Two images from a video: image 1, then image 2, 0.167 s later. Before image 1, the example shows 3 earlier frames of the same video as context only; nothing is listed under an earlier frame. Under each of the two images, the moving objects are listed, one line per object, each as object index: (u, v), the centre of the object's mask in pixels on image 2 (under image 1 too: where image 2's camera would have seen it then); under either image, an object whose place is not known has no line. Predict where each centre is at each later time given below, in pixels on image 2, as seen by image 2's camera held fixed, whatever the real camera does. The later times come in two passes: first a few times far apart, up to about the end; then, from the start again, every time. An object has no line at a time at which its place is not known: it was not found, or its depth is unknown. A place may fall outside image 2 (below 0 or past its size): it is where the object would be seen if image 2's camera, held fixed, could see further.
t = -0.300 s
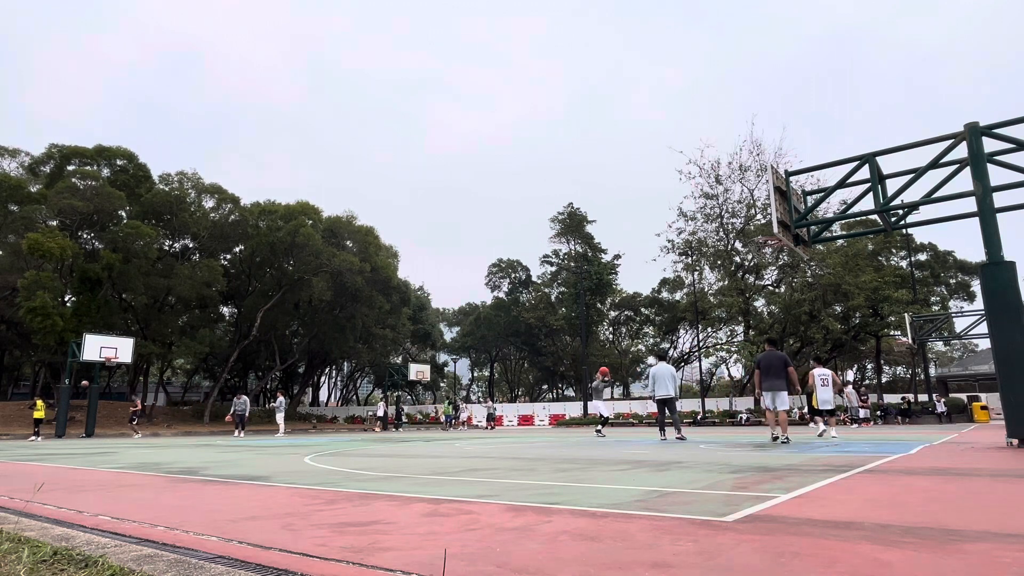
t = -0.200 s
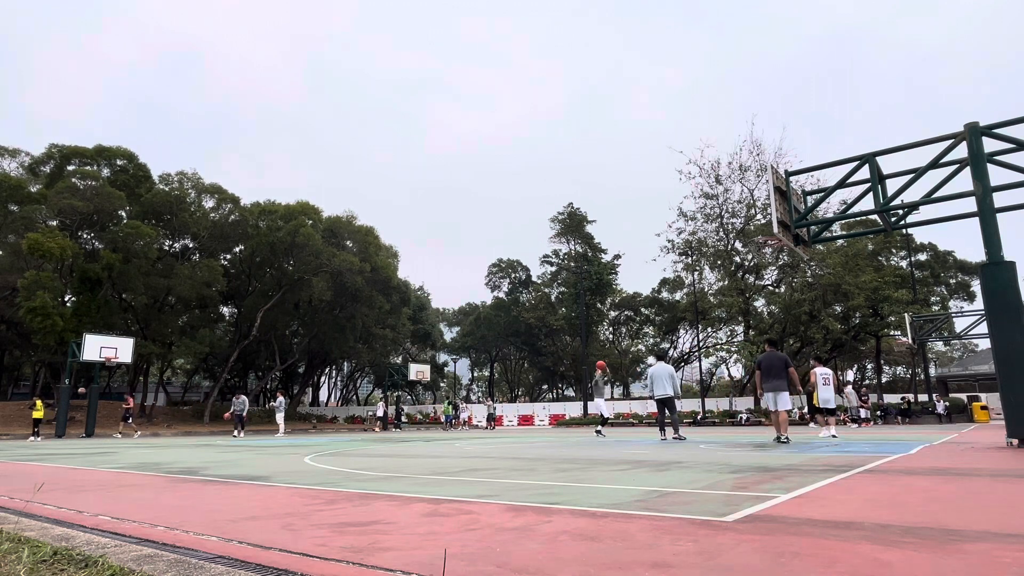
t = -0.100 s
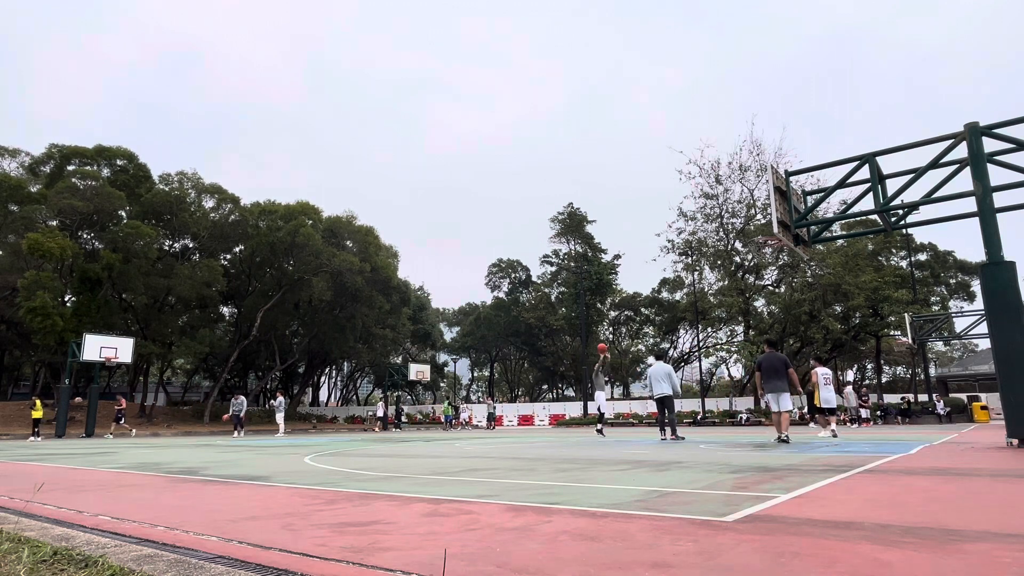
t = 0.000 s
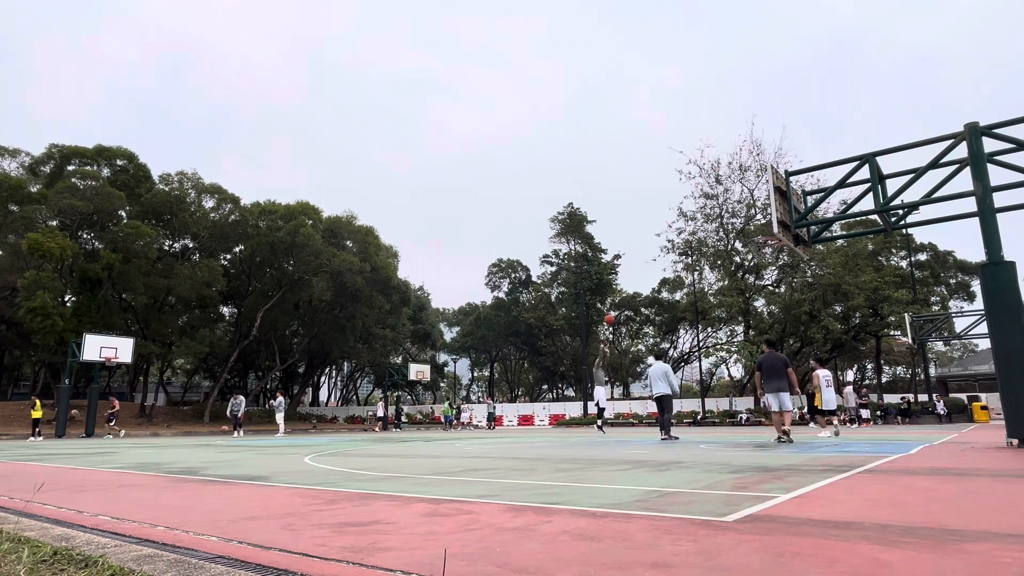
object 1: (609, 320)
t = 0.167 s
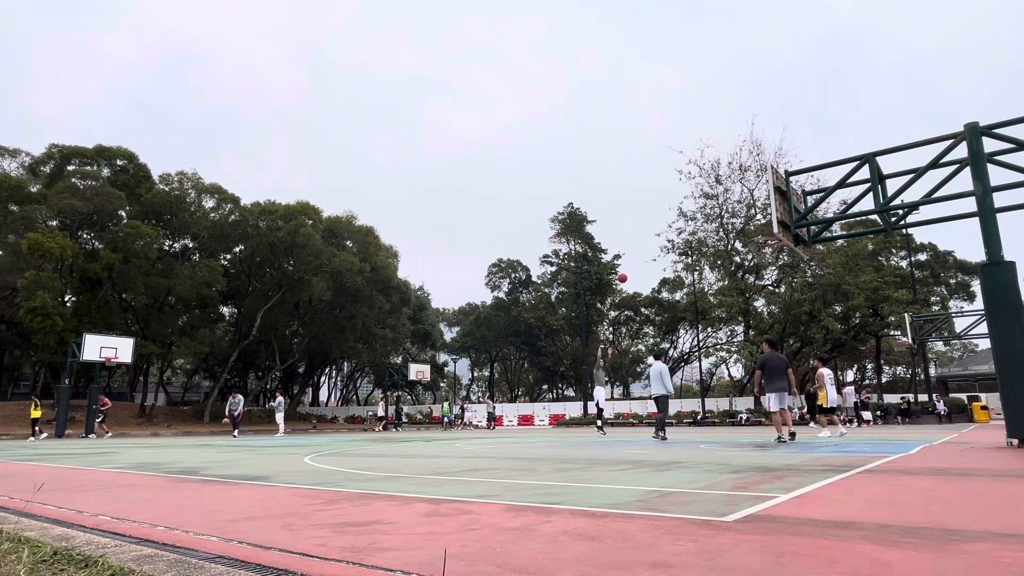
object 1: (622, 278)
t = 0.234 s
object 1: (628, 263)
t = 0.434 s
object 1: (647, 228)
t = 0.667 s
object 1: (674, 204)
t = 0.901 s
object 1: (708, 203)
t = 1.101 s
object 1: (747, 226)
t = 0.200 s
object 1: (625, 271)
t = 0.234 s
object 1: (628, 263)
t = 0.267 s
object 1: (631, 257)
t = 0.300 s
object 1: (634, 250)
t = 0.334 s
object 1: (637, 244)
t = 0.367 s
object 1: (640, 239)
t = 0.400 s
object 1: (643, 233)
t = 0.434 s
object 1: (647, 228)
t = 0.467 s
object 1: (650, 224)
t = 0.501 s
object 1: (654, 219)
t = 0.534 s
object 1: (658, 216)
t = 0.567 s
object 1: (661, 212)
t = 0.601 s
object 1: (665, 209)
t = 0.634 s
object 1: (669, 206)
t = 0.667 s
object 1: (674, 204)
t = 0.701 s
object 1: (678, 202)
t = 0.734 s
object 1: (683, 201)
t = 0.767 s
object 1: (687, 200)
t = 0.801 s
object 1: (692, 200)
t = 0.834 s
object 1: (697, 201)
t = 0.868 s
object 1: (702, 202)
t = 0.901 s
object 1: (708, 203)
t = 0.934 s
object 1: (714, 205)
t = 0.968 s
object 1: (720, 208)
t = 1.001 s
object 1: (726, 211)
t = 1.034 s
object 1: (732, 215)
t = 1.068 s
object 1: (740, 220)
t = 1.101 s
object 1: (747, 226)
